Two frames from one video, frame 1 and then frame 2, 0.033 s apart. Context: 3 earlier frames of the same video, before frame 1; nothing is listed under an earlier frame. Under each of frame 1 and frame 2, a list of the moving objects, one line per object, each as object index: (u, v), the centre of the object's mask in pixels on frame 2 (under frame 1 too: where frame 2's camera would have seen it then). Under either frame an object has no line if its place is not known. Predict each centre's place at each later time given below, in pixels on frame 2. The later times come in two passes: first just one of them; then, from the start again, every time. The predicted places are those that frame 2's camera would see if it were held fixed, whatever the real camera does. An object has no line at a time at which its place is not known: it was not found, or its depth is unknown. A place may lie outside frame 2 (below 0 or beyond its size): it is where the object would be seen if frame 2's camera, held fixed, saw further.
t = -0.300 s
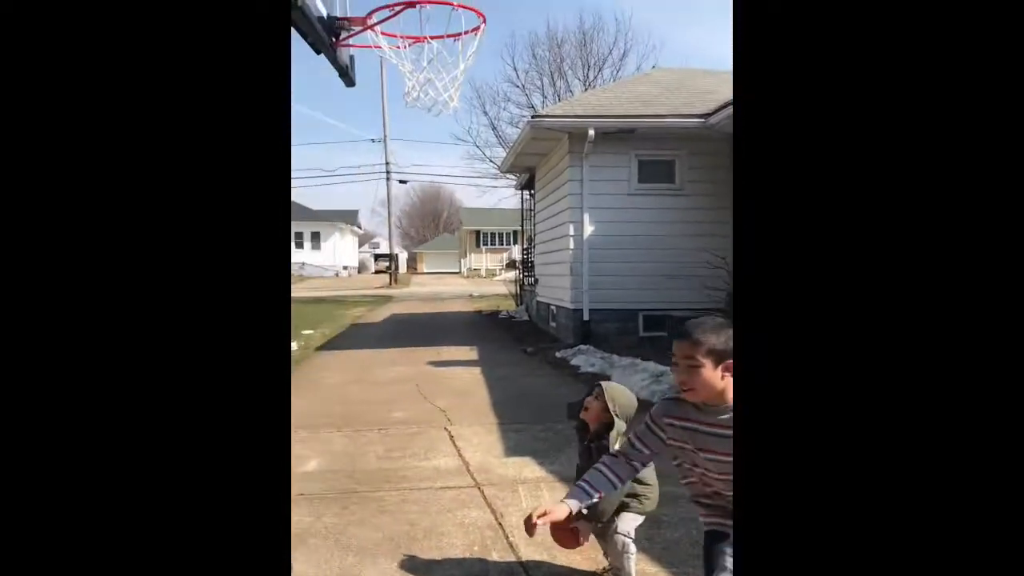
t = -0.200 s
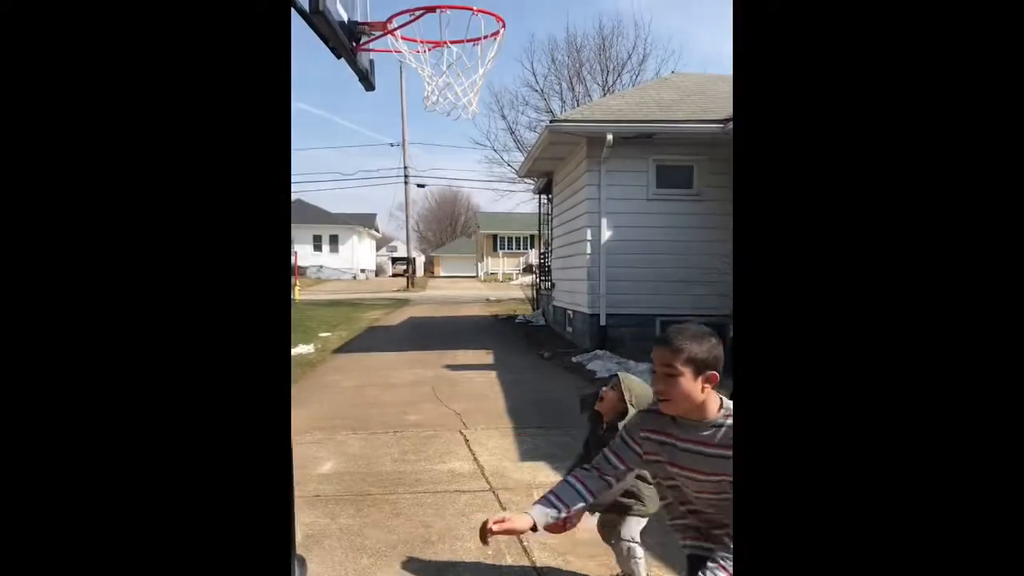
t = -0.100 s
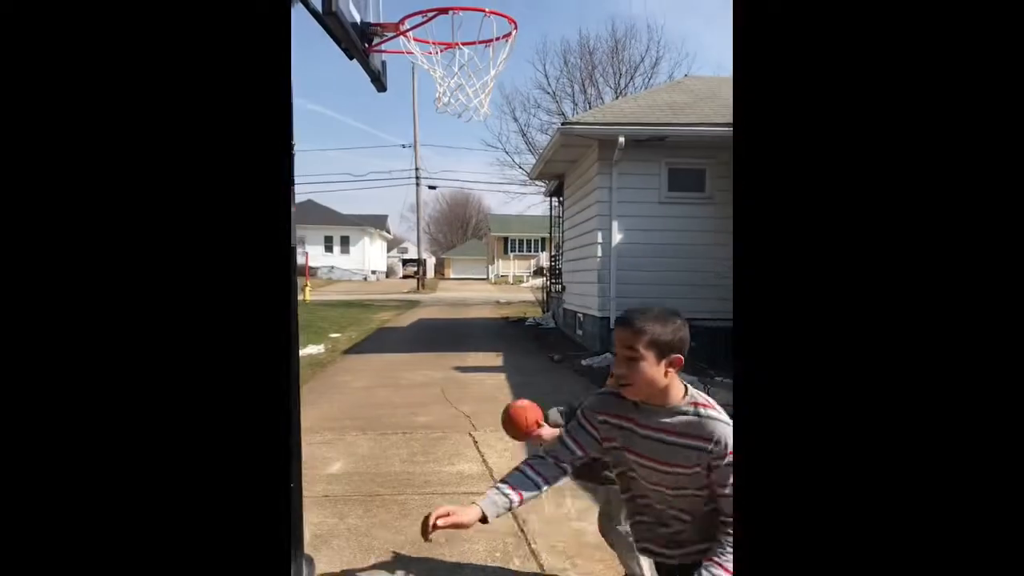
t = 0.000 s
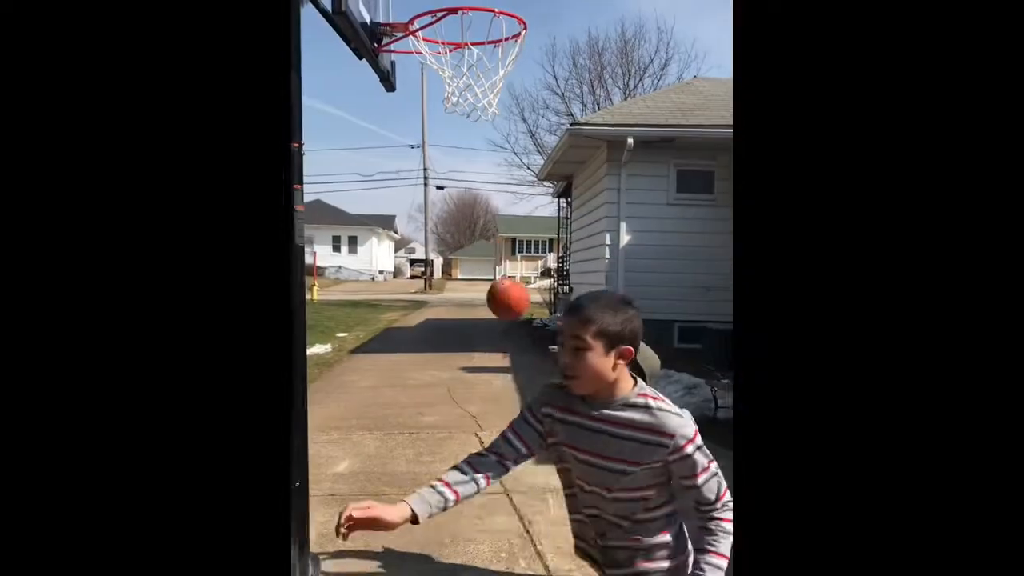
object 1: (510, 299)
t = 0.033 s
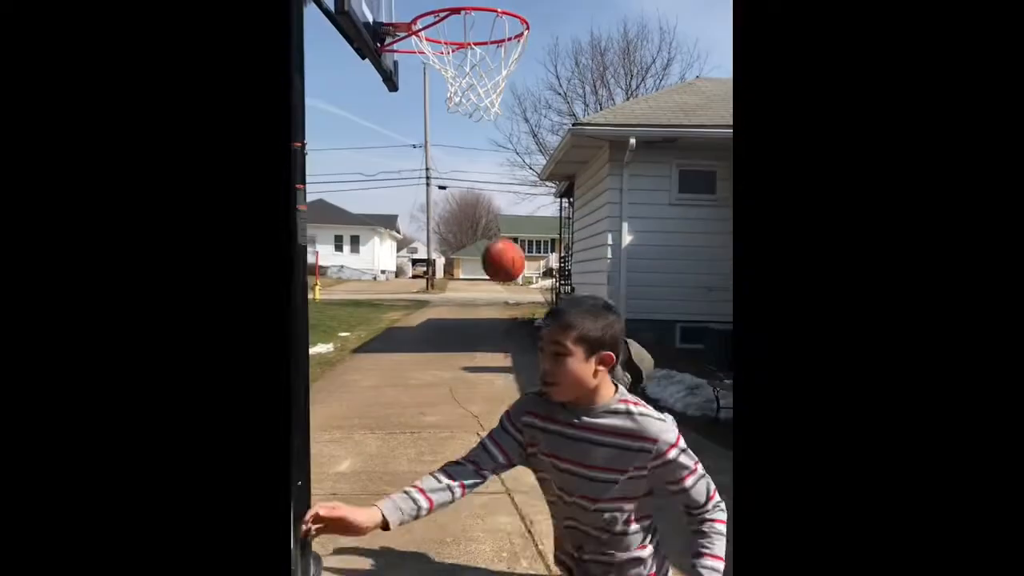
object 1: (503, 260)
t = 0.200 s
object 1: (468, 104)
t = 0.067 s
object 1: (497, 225)
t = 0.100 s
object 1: (489, 192)
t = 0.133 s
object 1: (483, 160)
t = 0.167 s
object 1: (476, 131)
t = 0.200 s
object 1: (468, 104)
